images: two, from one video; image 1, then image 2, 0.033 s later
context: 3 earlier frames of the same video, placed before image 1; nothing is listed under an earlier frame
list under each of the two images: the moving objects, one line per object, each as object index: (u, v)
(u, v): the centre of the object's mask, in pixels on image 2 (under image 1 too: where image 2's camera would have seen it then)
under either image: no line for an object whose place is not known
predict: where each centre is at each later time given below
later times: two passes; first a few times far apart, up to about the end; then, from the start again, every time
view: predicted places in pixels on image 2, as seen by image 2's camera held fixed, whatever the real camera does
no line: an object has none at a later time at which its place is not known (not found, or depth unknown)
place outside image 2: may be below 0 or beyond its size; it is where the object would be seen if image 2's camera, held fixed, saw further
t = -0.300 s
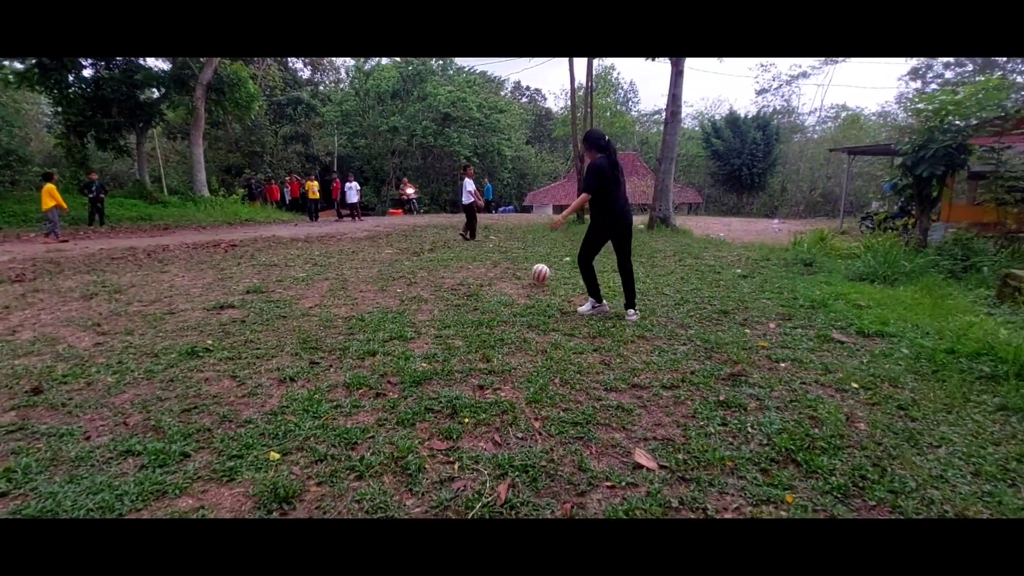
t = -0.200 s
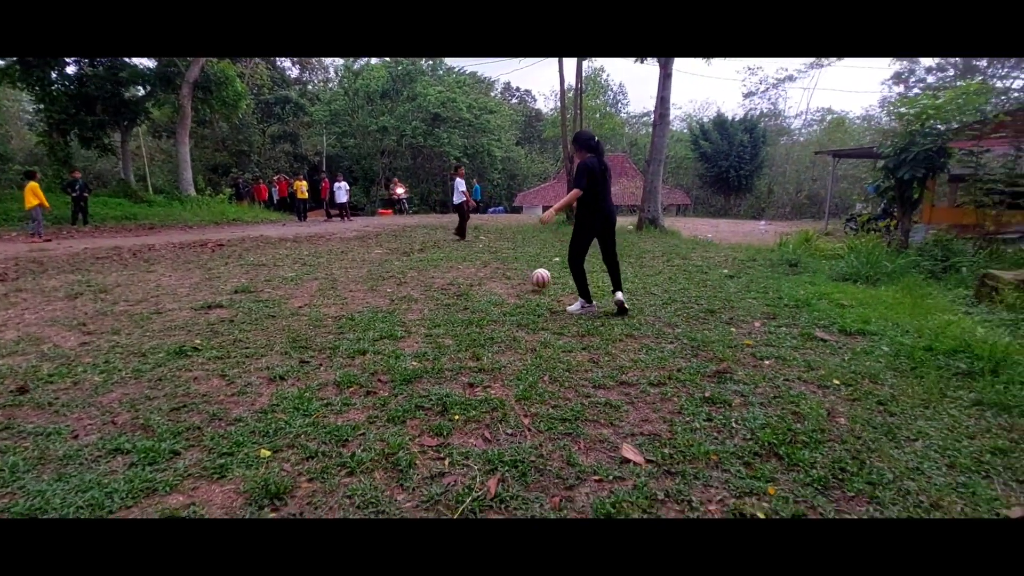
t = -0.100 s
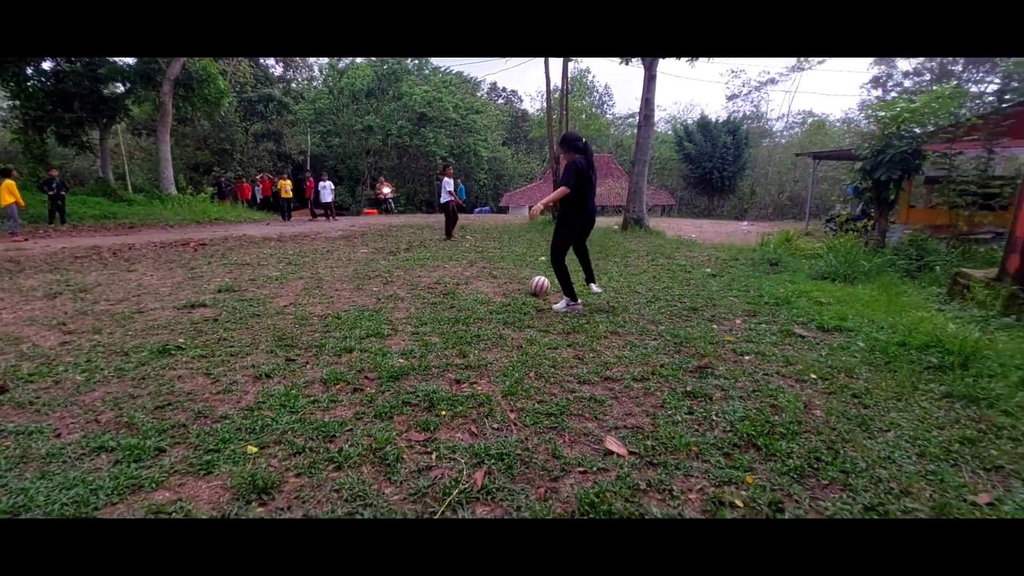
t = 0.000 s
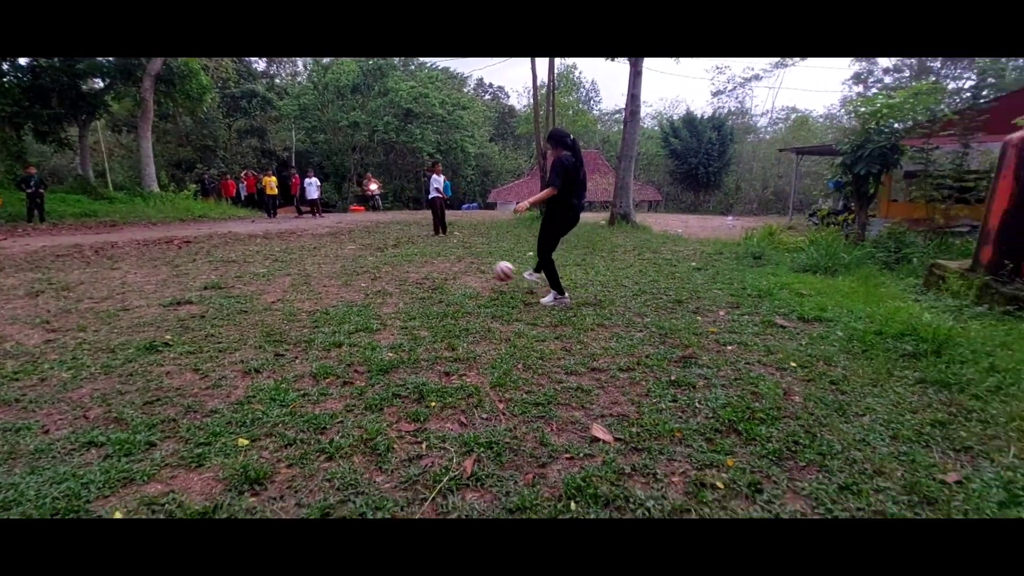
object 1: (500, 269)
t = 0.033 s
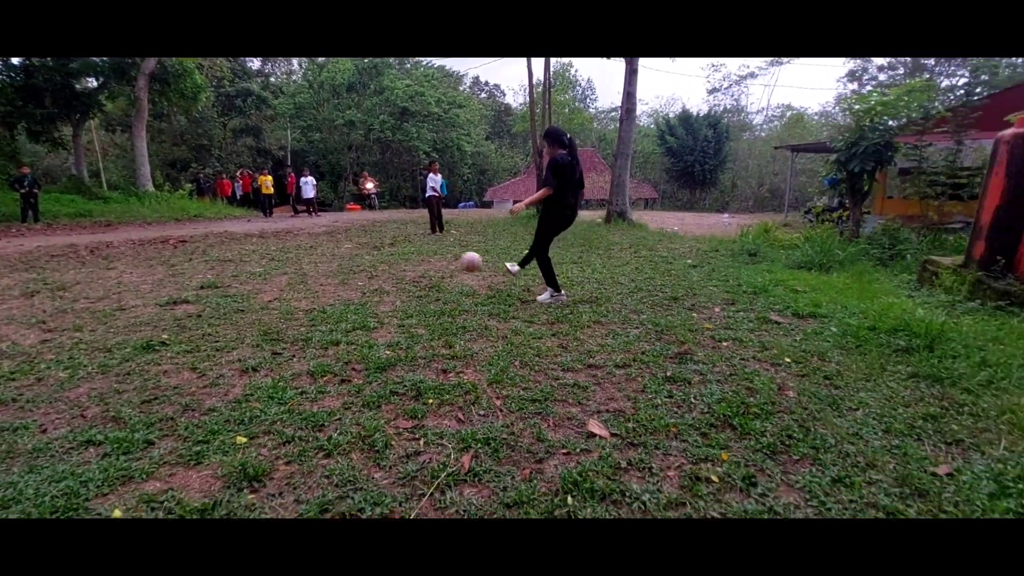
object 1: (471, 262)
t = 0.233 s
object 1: (299, 235)
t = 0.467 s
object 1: (113, 243)
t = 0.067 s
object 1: (442, 255)
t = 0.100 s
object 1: (413, 249)
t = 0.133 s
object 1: (385, 245)
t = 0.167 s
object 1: (356, 240)
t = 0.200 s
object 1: (328, 237)
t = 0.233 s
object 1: (299, 235)
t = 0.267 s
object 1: (272, 233)
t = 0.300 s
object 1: (246, 232)
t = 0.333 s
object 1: (218, 231)
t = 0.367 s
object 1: (191, 233)
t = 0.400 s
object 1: (165, 236)
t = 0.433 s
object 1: (138, 239)
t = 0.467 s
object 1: (113, 243)
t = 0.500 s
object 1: (89, 249)
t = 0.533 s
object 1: (64, 253)
